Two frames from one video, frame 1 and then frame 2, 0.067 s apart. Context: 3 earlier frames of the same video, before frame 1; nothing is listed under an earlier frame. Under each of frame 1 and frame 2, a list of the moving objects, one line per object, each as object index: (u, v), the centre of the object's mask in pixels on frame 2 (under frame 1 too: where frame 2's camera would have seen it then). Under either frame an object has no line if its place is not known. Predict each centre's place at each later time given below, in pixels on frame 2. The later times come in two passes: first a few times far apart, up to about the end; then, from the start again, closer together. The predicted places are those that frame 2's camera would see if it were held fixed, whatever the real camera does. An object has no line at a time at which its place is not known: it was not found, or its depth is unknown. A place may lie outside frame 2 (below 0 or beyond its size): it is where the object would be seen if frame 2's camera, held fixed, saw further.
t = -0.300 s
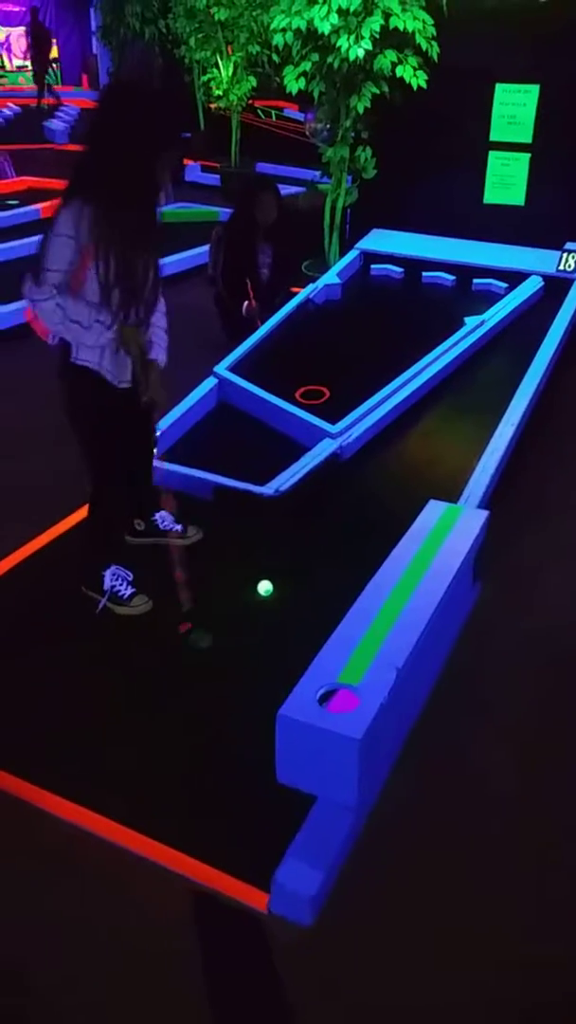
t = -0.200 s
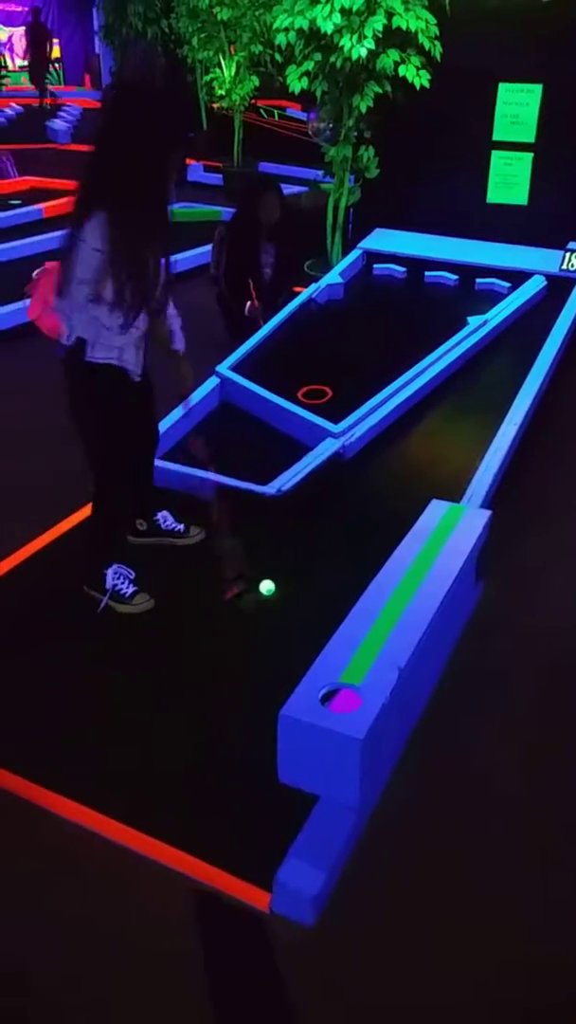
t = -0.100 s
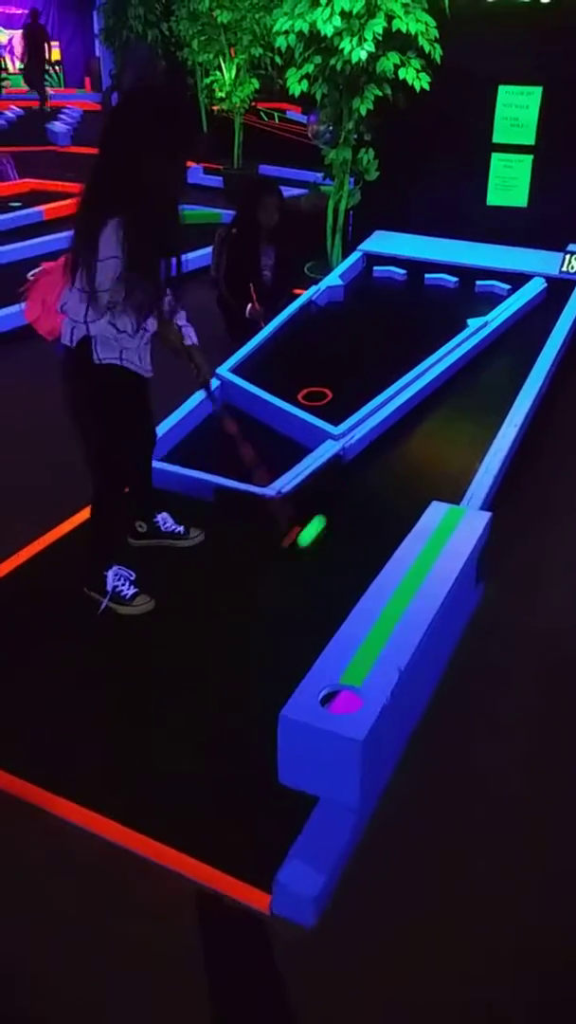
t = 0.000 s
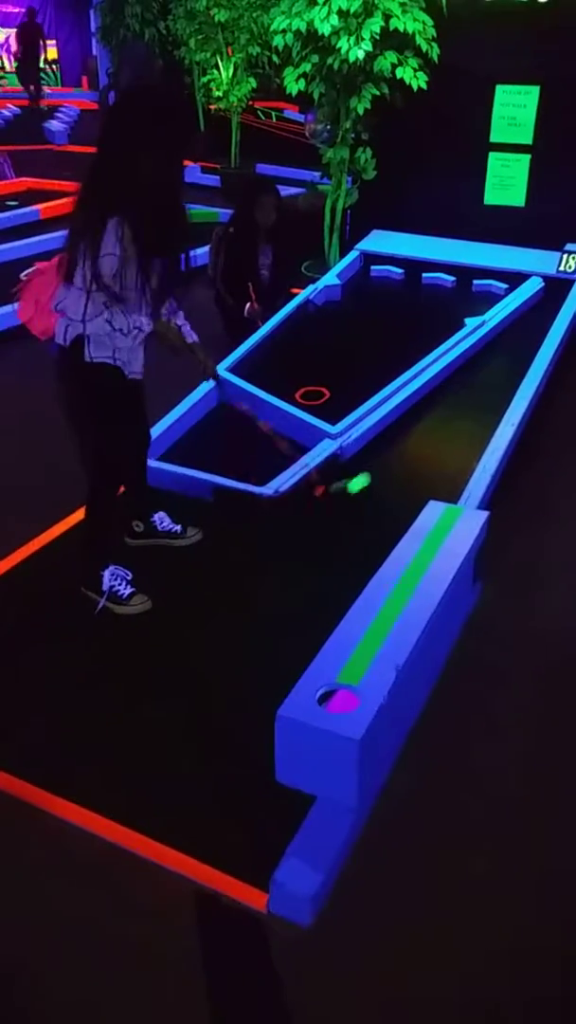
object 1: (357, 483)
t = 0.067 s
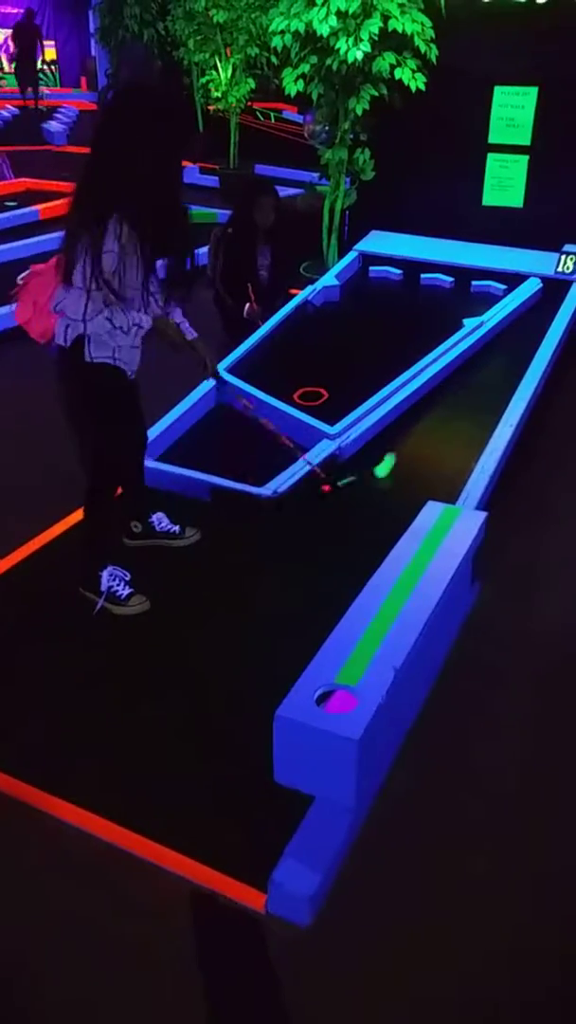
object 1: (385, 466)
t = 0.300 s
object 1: (464, 379)
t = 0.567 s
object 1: (530, 312)
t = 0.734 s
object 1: (561, 284)
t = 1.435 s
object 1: (369, 265)
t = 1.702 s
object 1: (363, 268)
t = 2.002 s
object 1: (355, 273)
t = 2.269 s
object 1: (346, 283)
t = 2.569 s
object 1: (352, 296)
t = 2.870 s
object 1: (363, 297)
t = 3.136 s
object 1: (368, 298)
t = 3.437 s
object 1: (368, 304)
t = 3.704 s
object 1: (371, 310)
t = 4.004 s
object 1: (387, 315)
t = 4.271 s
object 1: (386, 314)
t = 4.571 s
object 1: (380, 321)
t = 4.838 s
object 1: (385, 318)
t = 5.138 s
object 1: (381, 321)
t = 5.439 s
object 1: (382, 321)
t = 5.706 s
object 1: (386, 323)
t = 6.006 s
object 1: (387, 328)
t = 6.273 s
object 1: (395, 330)
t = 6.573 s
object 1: (392, 331)
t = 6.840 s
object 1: (383, 338)
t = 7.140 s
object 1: (375, 337)
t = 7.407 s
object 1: (374, 337)
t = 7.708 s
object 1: (368, 345)
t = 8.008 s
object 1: (358, 345)
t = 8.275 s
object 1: (361, 353)
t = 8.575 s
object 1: (365, 366)
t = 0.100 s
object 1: (398, 447)
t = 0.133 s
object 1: (411, 430)
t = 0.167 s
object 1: (423, 416)
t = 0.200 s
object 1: (434, 405)
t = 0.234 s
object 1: (444, 398)
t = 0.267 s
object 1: (454, 390)
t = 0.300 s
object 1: (464, 379)
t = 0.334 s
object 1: (473, 369)
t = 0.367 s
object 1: (482, 361)
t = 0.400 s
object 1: (491, 351)
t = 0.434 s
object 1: (499, 342)
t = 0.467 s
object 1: (507, 334)
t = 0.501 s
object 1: (514, 327)
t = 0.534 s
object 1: (521, 319)
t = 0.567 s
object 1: (530, 312)
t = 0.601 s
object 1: (540, 306)
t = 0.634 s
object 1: (548, 300)
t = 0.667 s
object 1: (557, 294)
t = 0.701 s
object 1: (565, 289)
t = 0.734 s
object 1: (561, 284)
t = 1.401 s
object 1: (376, 265)
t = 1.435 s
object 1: (369, 265)
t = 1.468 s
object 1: (366, 265)
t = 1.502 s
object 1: (367, 267)
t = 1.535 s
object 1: (367, 267)
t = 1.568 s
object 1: (367, 267)
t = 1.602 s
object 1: (365, 268)
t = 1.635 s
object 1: (364, 267)
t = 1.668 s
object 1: (363, 268)
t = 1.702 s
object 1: (363, 268)
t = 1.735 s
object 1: (362, 268)
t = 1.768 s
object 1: (361, 269)
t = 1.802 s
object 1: (360, 269)
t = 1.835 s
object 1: (360, 269)
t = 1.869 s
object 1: (358, 270)
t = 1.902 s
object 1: (358, 271)
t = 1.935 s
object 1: (356, 271)
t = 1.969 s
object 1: (356, 272)
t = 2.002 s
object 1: (355, 273)
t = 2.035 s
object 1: (354, 274)
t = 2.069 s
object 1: (353, 275)
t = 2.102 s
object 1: (352, 276)
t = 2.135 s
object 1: (351, 277)
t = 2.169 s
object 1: (350, 278)
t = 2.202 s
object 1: (348, 280)
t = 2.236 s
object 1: (347, 281)
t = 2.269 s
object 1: (346, 283)
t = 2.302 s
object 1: (344, 284)
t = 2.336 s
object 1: (343, 286)
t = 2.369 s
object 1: (342, 288)
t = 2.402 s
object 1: (342, 289)
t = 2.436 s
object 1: (344, 291)
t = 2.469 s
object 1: (346, 291)
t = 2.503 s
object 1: (348, 293)
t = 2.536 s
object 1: (350, 294)
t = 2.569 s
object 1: (352, 296)
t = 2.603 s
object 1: (354, 297)
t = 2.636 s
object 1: (356, 299)
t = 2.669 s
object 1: (357, 300)
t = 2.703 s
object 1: (359, 302)
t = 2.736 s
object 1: (360, 300)
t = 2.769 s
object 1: (361, 299)
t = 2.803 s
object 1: (362, 298)
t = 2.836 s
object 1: (363, 298)
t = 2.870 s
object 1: (363, 297)
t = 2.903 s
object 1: (364, 297)
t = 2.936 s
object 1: (365, 297)
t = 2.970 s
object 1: (366, 297)
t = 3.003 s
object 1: (366, 297)
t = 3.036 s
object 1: (367, 297)
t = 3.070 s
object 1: (367, 297)
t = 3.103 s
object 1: (367, 298)
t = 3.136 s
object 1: (368, 298)
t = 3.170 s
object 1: (368, 298)
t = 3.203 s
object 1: (368, 299)
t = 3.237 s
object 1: (368, 299)
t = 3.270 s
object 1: (368, 300)
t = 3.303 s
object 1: (368, 301)
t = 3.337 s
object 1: (368, 301)
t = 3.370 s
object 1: (368, 303)
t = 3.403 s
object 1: (368, 303)
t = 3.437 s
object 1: (368, 304)
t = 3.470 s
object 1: (367, 306)
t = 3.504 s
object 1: (367, 306)
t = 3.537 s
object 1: (366, 308)
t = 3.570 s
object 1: (365, 309)
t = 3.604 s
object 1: (365, 310)
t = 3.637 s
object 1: (368, 310)
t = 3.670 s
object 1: (370, 310)
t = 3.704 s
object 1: (371, 310)
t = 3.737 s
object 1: (373, 311)
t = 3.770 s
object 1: (374, 311)
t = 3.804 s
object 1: (376, 312)
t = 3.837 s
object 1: (378, 313)
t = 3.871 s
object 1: (379, 313)
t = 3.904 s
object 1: (381, 313)
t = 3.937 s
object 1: (383, 314)
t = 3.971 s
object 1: (385, 315)
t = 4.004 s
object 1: (387, 315)
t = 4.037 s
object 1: (388, 315)
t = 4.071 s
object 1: (388, 315)
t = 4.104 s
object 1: (388, 315)
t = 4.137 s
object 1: (388, 314)
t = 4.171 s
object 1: (387, 314)
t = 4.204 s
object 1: (387, 314)
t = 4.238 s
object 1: (387, 314)
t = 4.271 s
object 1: (386, 314)
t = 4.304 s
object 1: (385, 315)
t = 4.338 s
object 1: (385, 315)
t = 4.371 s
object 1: (384, 316)
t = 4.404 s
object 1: (383, 316)
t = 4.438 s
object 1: (382, 317)
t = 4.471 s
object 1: (382, 318)
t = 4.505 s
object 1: (381, 319)
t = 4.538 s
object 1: (380, 320)
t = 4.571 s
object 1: (380, 321)
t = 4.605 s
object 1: (381, 320)
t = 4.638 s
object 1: (382, 320)
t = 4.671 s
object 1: (382, 319)
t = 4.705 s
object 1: (383, 319)
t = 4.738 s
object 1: (384, 319)
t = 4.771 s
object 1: (385, 318)
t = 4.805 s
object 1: (385, 318)
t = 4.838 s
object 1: (385, 318)
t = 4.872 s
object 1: (385, 318)
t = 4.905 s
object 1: (384, 318)
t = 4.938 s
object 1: (384, 319)
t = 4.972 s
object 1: (383, 319)
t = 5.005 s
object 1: (383, 319)
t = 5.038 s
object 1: (382, 320)
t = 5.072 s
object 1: (382, 320)
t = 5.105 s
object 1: (381, 320)
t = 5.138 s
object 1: (381, 321)
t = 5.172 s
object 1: (381, 321)
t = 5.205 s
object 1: (381, 320)
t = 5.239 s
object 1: (381, 320)
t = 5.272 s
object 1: (382, 320)
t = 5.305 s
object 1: (382, 320)
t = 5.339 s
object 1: (382, 320)
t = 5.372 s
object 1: (382, 320)
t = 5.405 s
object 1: (382, 321)
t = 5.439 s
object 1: (382, 321)
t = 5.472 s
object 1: (382, 321)
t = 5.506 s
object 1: (383, 321)
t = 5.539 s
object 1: (384, 321)
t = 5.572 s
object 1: (384, 322)
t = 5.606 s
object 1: (385, 322)
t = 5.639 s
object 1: (385, 322)
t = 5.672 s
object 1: (385, 323)
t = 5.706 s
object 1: (386, 323)
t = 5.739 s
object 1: (386, 324)
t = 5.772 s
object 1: (386, 324)
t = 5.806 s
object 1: (386, 325)
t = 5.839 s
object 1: (386, 326)
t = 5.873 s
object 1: (386, 326)
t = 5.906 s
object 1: (385, 328)
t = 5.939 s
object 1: (385, 329)
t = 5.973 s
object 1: (386, 328)
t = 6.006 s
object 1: (387, 328)
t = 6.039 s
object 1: (389, 328)
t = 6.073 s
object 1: (390, 328)
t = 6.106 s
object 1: (391, 328)
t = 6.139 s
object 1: (392, 328)
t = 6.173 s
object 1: (393, 328)
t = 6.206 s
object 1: (394, 329)
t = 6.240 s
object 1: (395, 329)
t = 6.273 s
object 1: (395, 330)
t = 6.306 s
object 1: (395, 331)
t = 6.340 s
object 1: (395, 331)
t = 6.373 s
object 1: (396, 331)
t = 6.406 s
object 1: (395, 331)
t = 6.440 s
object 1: (395, 331)
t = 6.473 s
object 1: (395, 331)
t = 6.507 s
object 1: (394, 331)
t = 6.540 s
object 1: (393, 331)
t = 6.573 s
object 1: (392, 331)
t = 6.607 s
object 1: (392, 332)
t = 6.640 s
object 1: (390, 333)
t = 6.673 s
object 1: (389, 333)
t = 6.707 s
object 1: (388, 334)
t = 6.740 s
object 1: (387, 335)
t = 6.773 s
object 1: (386, 336)
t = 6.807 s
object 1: (384, 337)
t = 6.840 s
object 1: (383, 338)
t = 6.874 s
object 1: (382, 338)
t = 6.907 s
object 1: (380, 338)
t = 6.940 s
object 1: (378, 337)
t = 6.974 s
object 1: (377, 337)
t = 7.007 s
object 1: (375, 337)
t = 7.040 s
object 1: (373, 338)
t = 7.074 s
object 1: (373, 337)
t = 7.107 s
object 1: (374, 337)
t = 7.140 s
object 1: (375, 337)
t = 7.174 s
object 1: (375, 336)
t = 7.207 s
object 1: (375, 336)
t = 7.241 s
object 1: (375, 336)
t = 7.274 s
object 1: (375, 336)
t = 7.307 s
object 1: (375, 336)
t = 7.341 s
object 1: (374, 336)
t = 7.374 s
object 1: (374, 337)
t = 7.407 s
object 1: (374, 337)
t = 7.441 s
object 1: (373, 338)
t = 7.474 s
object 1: (373, 339)
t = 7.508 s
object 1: (372, 339)
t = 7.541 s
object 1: (372, 340)
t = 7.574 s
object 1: (371, 342)
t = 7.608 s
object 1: (370, 342)
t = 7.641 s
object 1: (370, 344)
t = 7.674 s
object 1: (368, 345)
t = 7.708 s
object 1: (368, 345)
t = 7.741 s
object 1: (367, 344)
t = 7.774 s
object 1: (366, 344)
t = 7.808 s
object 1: (365, 344)
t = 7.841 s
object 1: (364, 344)
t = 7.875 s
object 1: (363, 344)
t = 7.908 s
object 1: (361, 344)
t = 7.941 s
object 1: (360, 344)
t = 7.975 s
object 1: (359, 345)
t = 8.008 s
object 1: (358, 345)
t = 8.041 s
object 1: (359, 346)
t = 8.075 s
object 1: (359, 346)
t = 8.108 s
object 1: (360, 347)
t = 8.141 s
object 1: (360, 349)
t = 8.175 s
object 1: (361, 350)
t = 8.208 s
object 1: (361, 350)
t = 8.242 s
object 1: (362, 352)
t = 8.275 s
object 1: (361, 353)
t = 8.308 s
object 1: (361, 355)
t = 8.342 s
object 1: (361, 356)
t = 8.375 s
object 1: (360, 358)
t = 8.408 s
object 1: (360, 360)
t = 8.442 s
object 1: (359, 362)
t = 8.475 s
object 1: (358, 363)
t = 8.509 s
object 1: (361, 365)
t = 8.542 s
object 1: (363, 366)
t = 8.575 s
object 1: (365, 366)
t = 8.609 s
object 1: (364, 366)
